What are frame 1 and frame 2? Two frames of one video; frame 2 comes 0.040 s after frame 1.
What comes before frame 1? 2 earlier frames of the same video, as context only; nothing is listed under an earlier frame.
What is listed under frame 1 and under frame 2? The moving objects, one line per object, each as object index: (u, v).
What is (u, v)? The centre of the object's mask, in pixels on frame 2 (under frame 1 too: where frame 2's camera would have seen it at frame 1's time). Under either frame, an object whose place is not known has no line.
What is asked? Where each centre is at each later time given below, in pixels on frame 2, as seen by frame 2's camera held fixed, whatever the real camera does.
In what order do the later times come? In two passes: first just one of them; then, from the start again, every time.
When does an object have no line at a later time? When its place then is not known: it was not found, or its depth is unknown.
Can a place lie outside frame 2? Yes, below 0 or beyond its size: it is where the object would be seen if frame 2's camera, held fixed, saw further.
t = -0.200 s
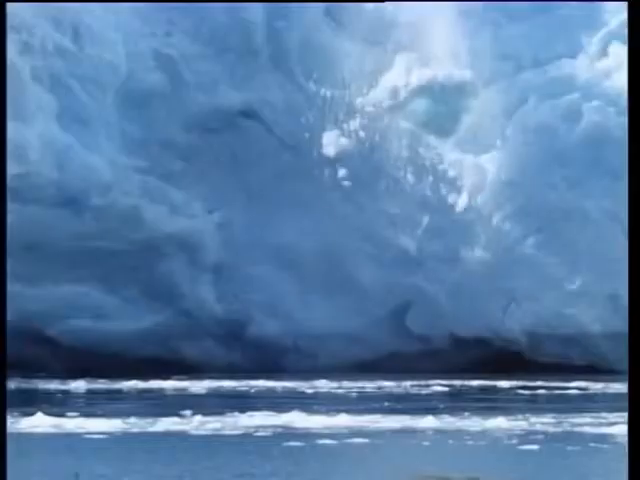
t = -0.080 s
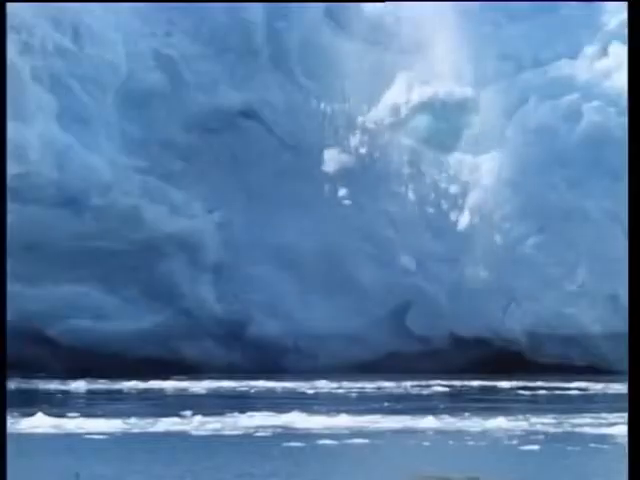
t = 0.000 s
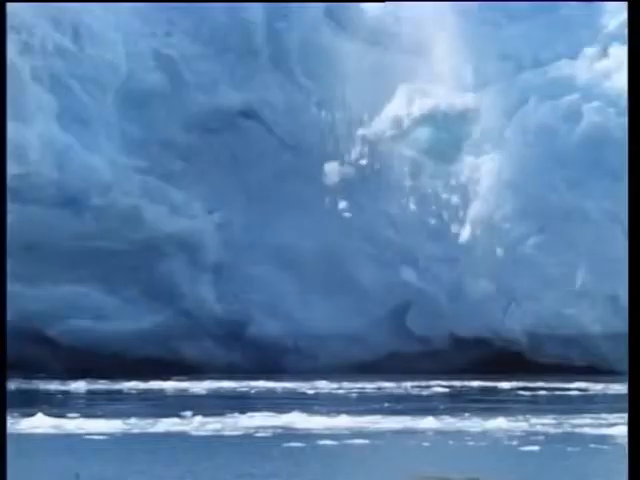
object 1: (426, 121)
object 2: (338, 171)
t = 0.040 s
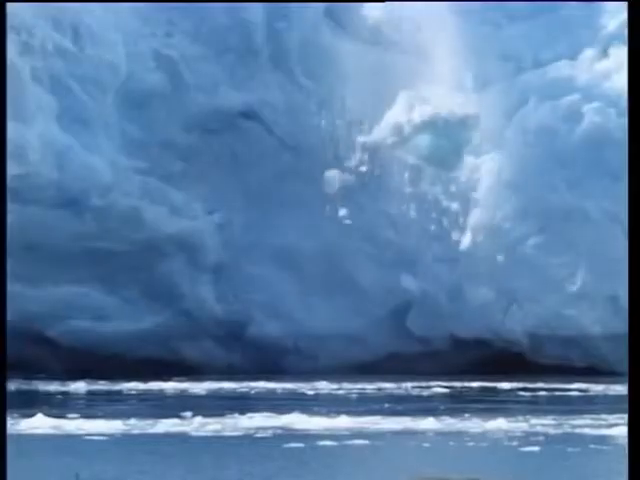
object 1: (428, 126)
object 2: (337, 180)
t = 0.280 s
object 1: (427, 169)
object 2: (337, 219)
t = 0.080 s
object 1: (429, 130)
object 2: (337, 185)
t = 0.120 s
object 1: (428, 142)
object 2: (337, 192)
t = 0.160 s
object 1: (427, 150)
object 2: (338, 200)
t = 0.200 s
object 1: (427, 156)
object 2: (338, 206)
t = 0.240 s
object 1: (426, 163)
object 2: (338, 212)
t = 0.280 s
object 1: (427, 169)
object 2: (337, 219)
